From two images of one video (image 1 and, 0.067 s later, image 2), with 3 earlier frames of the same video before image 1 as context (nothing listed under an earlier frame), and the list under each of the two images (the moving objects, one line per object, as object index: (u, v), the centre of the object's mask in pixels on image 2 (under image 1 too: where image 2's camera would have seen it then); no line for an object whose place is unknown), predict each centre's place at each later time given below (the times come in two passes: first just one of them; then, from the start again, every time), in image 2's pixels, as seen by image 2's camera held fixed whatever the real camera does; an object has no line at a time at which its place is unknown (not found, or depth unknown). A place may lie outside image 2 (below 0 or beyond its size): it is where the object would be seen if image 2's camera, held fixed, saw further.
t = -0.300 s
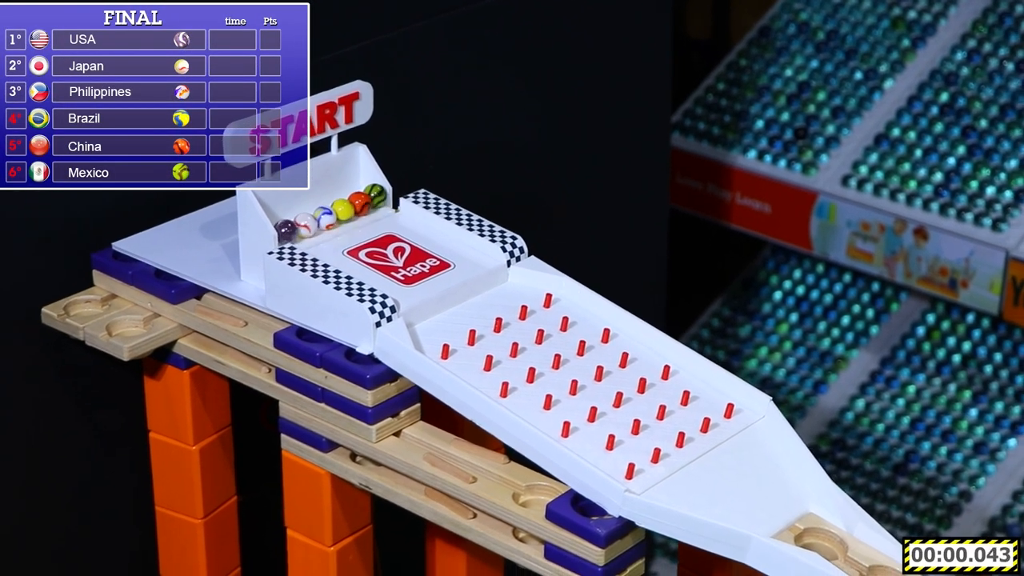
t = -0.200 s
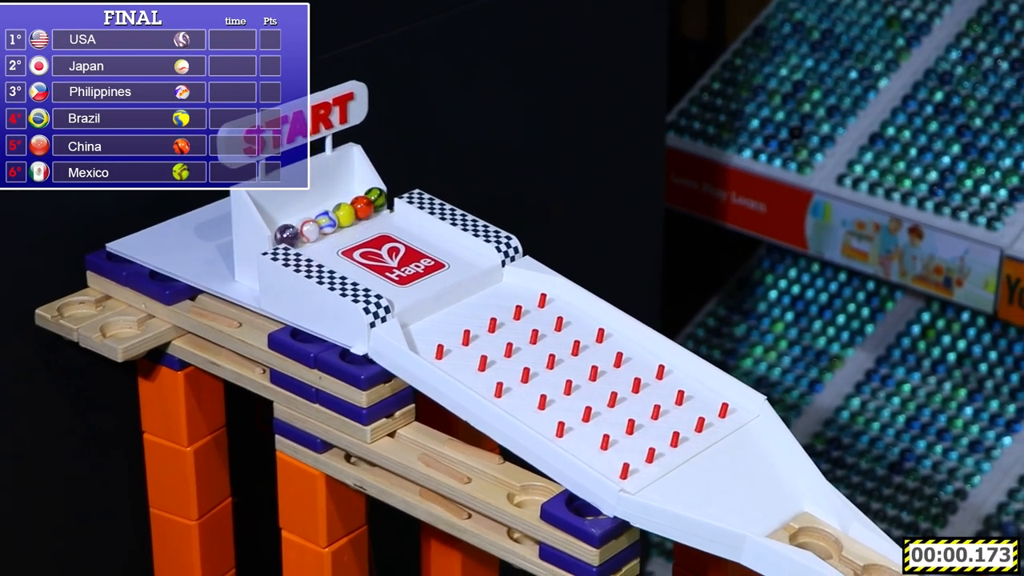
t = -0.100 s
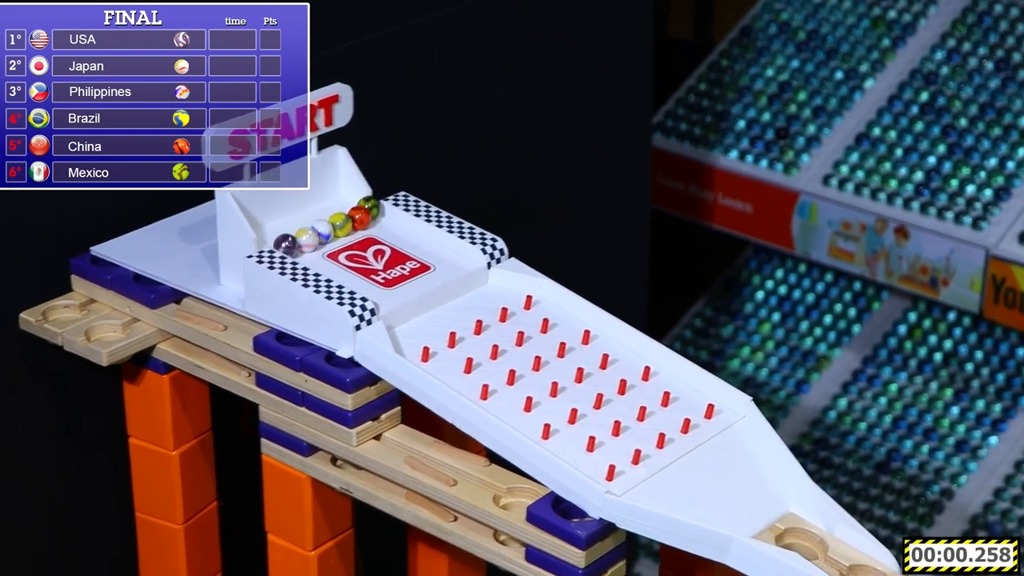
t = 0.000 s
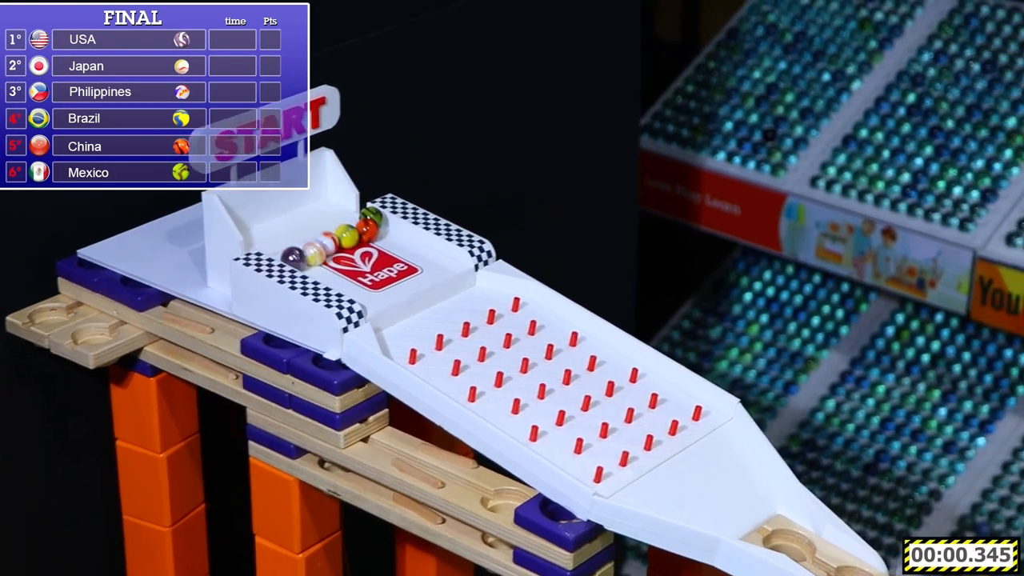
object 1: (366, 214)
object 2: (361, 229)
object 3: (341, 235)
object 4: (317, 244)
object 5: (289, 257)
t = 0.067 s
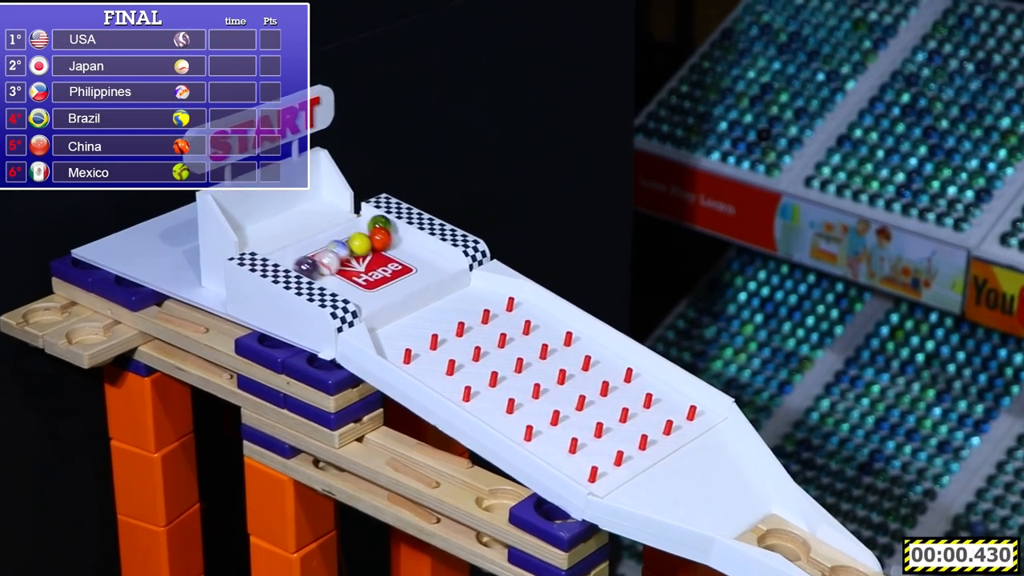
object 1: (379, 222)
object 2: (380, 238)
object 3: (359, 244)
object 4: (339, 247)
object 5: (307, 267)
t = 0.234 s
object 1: (429, 252)
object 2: (443, 268)
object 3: (420, 273)
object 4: (396, 277)
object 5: (369, 301)
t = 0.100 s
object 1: (387, 227)
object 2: (391, 243)
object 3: (369, 249)
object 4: (349, 252)
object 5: (318, 273)
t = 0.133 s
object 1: (396, 233)
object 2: (402, 249)
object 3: (380, 254)
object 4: (358, 263)
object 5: (329, 279)
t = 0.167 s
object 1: (405, 239)
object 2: (415, 255)
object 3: (393, 260)
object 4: (362, 265)
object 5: (342, 285)
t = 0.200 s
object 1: (416, 245)
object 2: (428, 261)
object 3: (405, 266)
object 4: (376, 268)
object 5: (355, 292)
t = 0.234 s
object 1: (429, 252)
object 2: (443, 268)
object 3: (420, 273)
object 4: (396, 277)
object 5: (369, 301)
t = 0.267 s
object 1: (441, 260)
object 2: (459, 286)
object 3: (435, 283)
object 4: (411, 287)
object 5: (385, 313)
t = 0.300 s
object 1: (454, 271)
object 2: (475, 300)
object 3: (451, 306)
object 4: (420, 303)
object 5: (402, 335)
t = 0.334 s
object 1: (455, 271)
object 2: (481, 298)
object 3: (470, 316)
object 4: (445, 320)
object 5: (421, 341)
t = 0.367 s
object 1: (457, 271)
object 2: (485, 293)
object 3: (483, 323)
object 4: (440, 324)
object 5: (432, 350)
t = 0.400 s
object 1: (463, 283)
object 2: (492, 288)
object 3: (484, 331)
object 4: (440, 327)
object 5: (441, 349)
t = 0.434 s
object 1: (474, 292)
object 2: (502, 288)
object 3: (476, 335)
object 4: (449, 329)
